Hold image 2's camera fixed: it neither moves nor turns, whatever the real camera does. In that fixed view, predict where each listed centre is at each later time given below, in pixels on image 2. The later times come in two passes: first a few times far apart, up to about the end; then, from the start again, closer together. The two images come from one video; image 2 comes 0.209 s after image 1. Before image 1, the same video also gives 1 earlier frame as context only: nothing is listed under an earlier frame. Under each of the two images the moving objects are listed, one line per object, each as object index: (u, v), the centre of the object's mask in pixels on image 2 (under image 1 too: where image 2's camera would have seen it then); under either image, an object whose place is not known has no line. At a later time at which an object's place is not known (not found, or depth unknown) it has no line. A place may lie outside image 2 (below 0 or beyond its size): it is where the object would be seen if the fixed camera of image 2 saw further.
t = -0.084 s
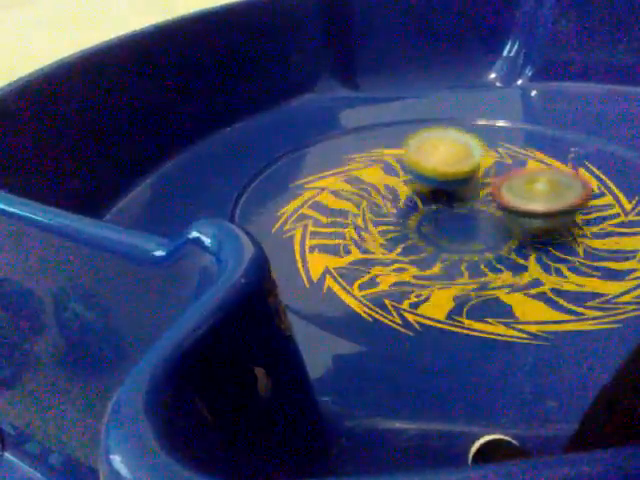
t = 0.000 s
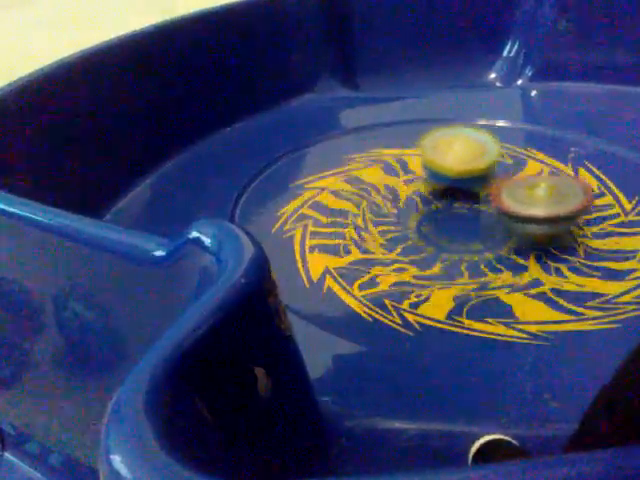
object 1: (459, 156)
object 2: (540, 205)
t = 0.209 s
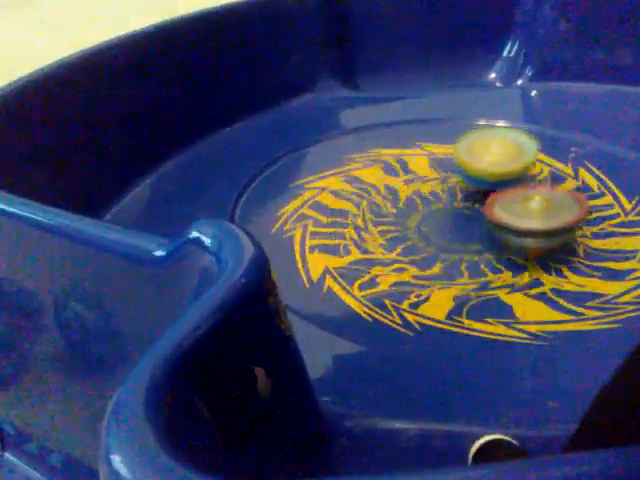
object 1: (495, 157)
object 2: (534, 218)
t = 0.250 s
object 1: (504, 159)
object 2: (532, 219)
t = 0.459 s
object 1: (535, 169)
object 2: (512, 231)
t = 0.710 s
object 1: (555, 193)
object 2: (474, 236)
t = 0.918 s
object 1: (546, 214)
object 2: (447, 235)
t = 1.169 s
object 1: (537, 234)
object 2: (405, 221)
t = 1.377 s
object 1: (510, 242)
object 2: (386, 207)
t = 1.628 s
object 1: (462, 233)
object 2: (383, 191)
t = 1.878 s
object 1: (426, 219)
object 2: (399, 165)
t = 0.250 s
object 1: (504, 159)
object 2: (532, 219)
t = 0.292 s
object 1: (511, 161)
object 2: (530, 222)
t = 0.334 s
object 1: (518, 162)
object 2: (526, 223)
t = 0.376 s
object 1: (523, 164)
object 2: (521, 226)
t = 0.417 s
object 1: (529, 166)
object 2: (516, 230)
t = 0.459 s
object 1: (535, 169)
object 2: (512, 231)
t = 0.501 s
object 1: (541, 173)
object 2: (505, 234)
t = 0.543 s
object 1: (545, 176)
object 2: (500, 235)
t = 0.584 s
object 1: (548, 180)
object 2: (493, 235)
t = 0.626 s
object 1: (551, 184)
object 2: (486, 236)
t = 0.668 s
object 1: (554, 188)
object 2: (480, 236)
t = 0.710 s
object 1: (555, 193)
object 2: (474, 236)
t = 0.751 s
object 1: (555, 198)
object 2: (467, 237)
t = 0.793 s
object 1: (554, 202)
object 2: (462, 237)
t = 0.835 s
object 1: (551, 207)
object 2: (458, 235)
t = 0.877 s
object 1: (549, 211)
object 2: (453, 234)
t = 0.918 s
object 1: (546, 214)
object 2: (447, 235)
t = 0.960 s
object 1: (544, 219)
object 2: (443, 233)
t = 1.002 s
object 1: (540, 223)
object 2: (434, 229)
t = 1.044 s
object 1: (541, 226)
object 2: (423, 228)
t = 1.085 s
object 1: (540, 230)
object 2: (414, 222)
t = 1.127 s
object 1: (539, 232)
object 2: (406, 221)
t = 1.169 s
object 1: (537, 234)
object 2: (405, 221)
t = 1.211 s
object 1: (533, 237)
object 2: (400, 220)
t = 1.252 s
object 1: (528, 239)
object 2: (391, 212)
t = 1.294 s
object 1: (524, 240)
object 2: (390, 211)
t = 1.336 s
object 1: (517, 242)
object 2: (387, 209)
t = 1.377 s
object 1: (510, 242)
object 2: (386, 207)
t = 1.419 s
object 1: (503, 241)
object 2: (383, 201)
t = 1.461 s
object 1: (495, 241)
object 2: (383, 200)
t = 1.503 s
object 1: (486, 240)
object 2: (384, 199)
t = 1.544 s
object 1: (478, 239)
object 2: (383, 197)
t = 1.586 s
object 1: (469, 235)
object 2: (383, 194)
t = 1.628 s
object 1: (462, 233)
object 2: (383, 191)
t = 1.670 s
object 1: (454, 230)
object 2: (383, 188)
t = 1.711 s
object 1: (446, 227)
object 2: (385, 183)
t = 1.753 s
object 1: (440, 224)
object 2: (387, 179)
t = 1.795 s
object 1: (435, 221)
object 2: (390, 175)
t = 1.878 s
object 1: (426, 219)
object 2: (399, 165)
